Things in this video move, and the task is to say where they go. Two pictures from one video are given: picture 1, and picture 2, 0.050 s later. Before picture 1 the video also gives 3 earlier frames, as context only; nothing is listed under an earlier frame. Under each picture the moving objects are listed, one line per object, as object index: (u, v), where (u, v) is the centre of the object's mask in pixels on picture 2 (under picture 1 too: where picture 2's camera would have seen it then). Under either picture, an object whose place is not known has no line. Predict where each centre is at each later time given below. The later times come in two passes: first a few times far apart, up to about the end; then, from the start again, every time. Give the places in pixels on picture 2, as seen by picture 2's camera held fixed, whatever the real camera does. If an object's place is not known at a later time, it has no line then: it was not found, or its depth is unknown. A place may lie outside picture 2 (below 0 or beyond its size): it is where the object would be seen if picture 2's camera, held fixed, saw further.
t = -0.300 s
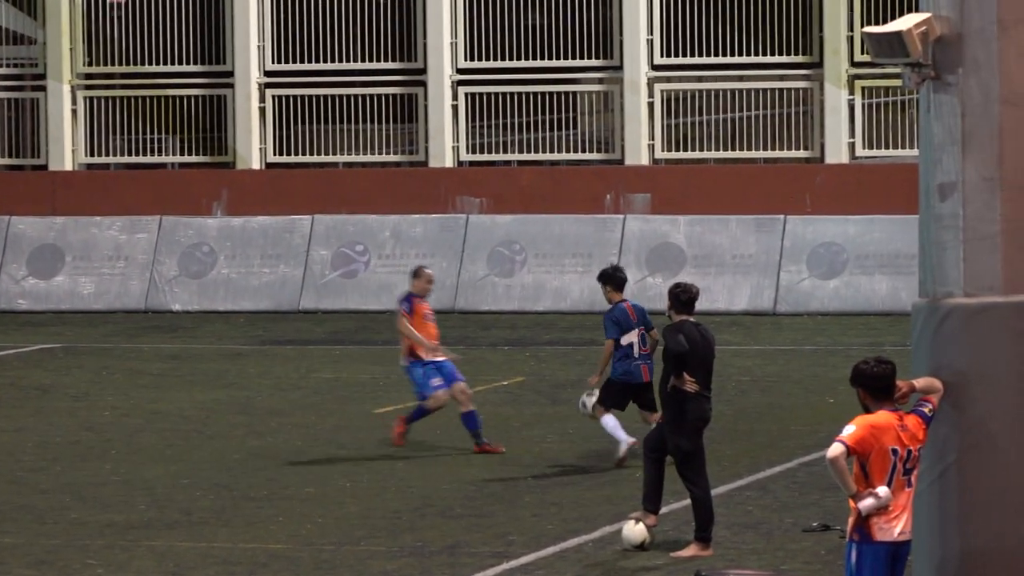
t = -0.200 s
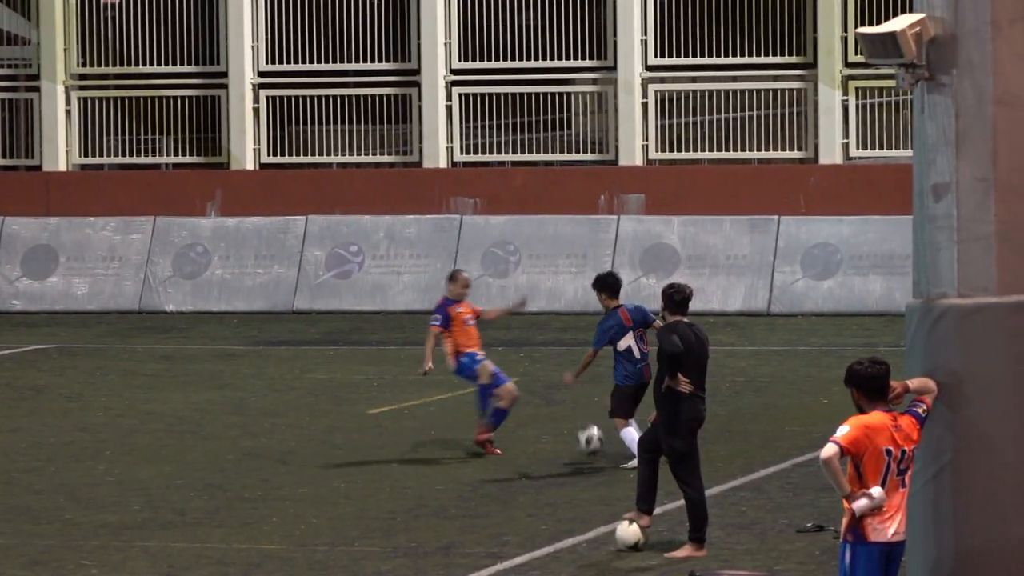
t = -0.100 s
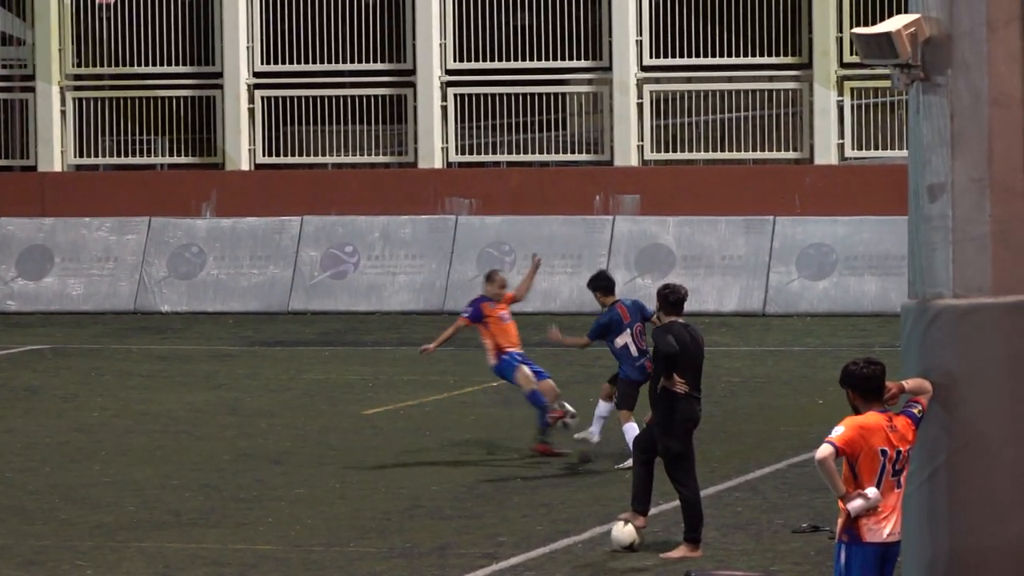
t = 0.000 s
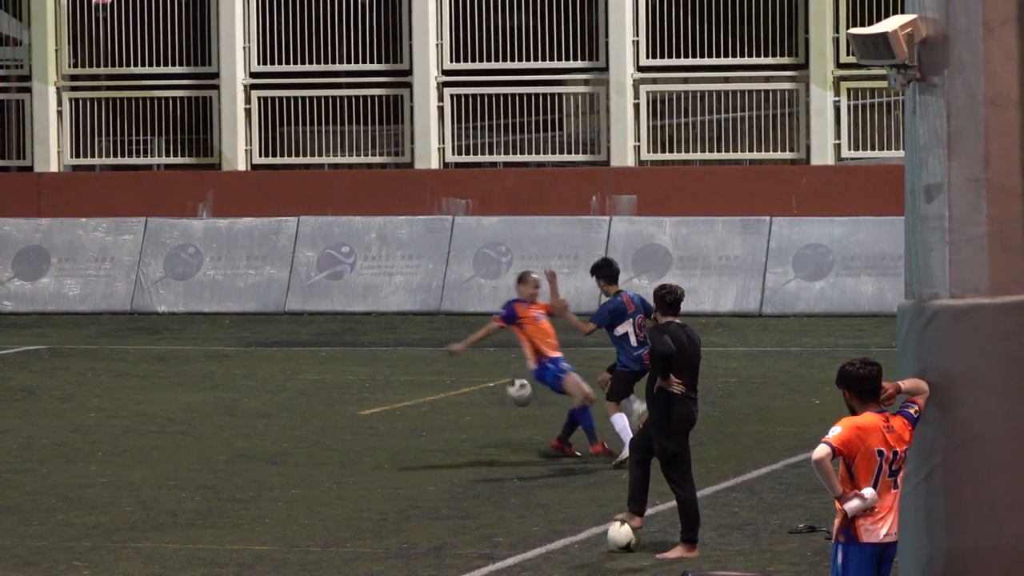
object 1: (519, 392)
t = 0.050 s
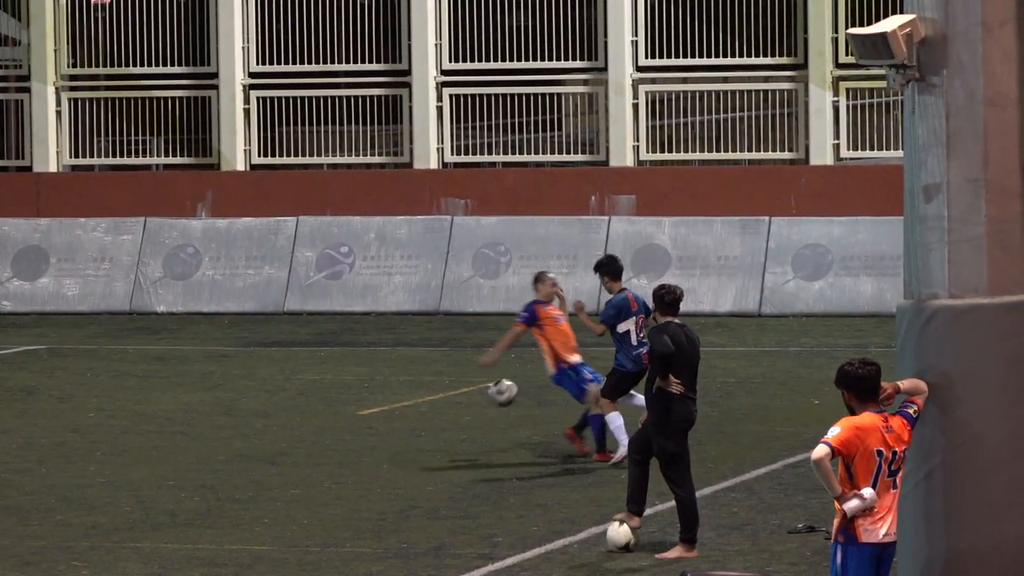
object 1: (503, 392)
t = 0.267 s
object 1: (430, 428)
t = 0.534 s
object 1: (384, 413)
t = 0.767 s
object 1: (356, 434)
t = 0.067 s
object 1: (497, 394)
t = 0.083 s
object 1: (492, 395)
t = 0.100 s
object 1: (485, 396)
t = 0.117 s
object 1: (480, 398)
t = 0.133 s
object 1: (475, 400)
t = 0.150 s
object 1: (469, 402)
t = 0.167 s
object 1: (464, 405)
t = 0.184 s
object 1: (458, 408)
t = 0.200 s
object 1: (453, 411)
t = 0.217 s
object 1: (447, 416)
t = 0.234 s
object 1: (441, 419)
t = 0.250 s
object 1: (436, 424)
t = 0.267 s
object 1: (430, 428)
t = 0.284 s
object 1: (425, 432)
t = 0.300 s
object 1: (420, 438)
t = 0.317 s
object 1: (416, 438)
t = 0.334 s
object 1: (414, 434)
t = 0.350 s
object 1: (411, 431)
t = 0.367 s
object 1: (409, 427)
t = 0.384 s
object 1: (406, 424)
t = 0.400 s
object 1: (403, 421)
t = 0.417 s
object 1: (401, 419)
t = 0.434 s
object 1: (398, 417)
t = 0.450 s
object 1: (396, 416)
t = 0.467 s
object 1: (394, 414)
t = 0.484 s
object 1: (391, 414)
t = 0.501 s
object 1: (389, 413)
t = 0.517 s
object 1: (387, 413)
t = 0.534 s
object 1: (384, 413)
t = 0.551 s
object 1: (383, 413)
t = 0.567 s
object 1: (380, 414)
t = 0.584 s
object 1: (378, 415)
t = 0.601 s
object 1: (375, 416)
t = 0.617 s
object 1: (373, 418)
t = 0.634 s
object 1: (371, 420)
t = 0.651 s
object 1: (368, 422)
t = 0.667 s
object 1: (365, 425)
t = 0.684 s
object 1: (363, 428)
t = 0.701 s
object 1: (361, 431)
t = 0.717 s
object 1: (358, 435)
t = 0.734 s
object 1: (357, 438)
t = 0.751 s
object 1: (356, 436)
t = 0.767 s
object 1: (356, 434)
